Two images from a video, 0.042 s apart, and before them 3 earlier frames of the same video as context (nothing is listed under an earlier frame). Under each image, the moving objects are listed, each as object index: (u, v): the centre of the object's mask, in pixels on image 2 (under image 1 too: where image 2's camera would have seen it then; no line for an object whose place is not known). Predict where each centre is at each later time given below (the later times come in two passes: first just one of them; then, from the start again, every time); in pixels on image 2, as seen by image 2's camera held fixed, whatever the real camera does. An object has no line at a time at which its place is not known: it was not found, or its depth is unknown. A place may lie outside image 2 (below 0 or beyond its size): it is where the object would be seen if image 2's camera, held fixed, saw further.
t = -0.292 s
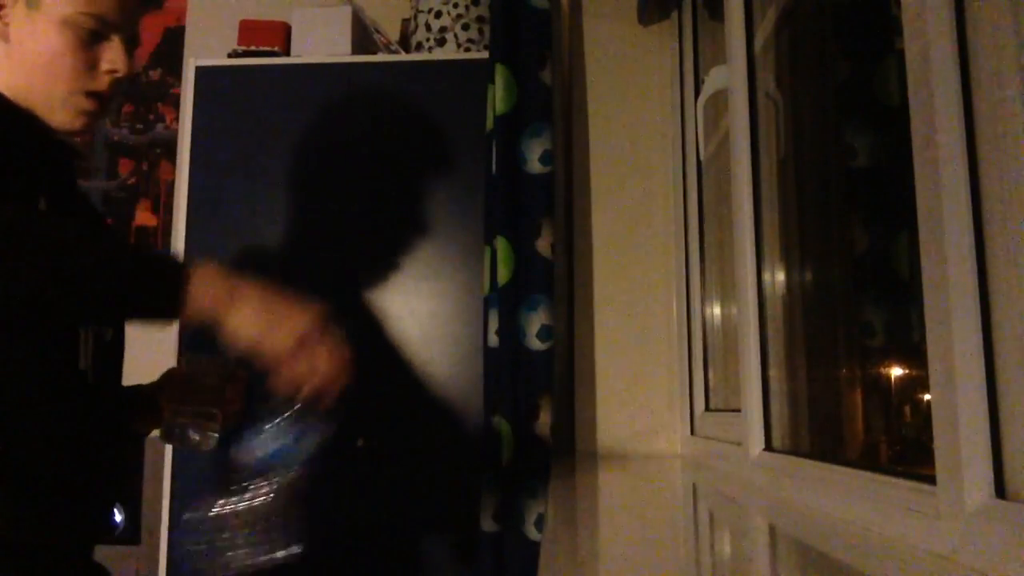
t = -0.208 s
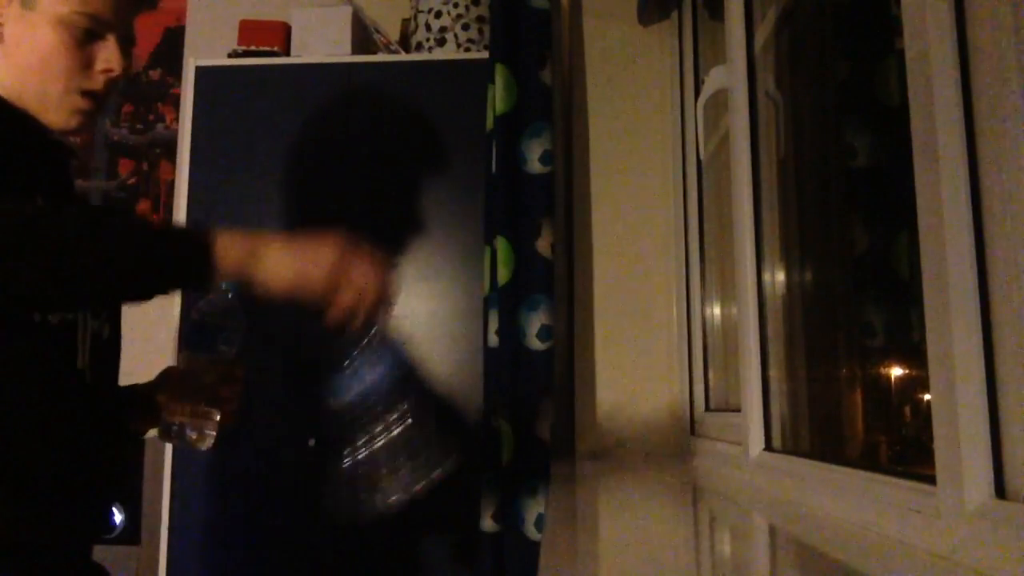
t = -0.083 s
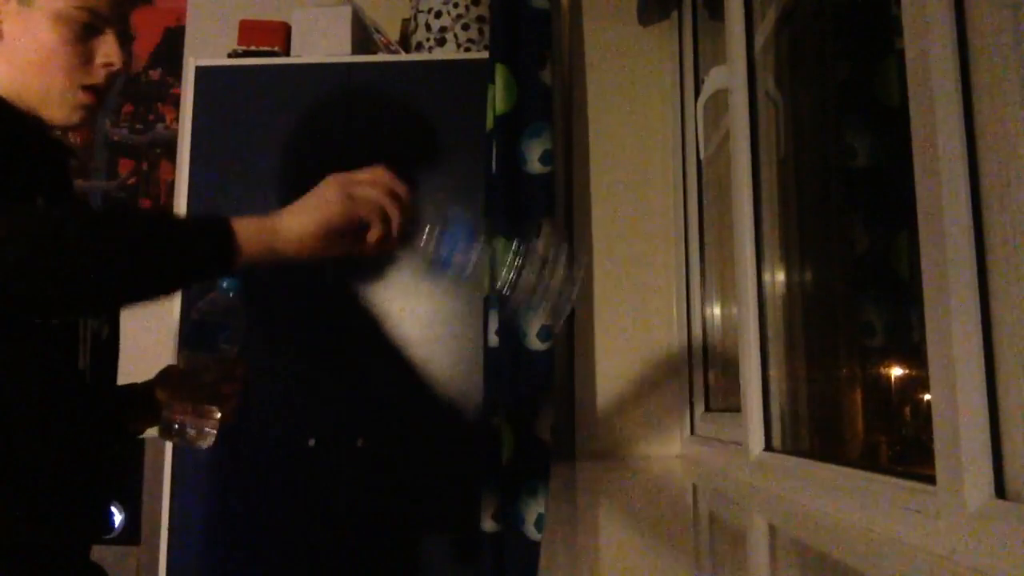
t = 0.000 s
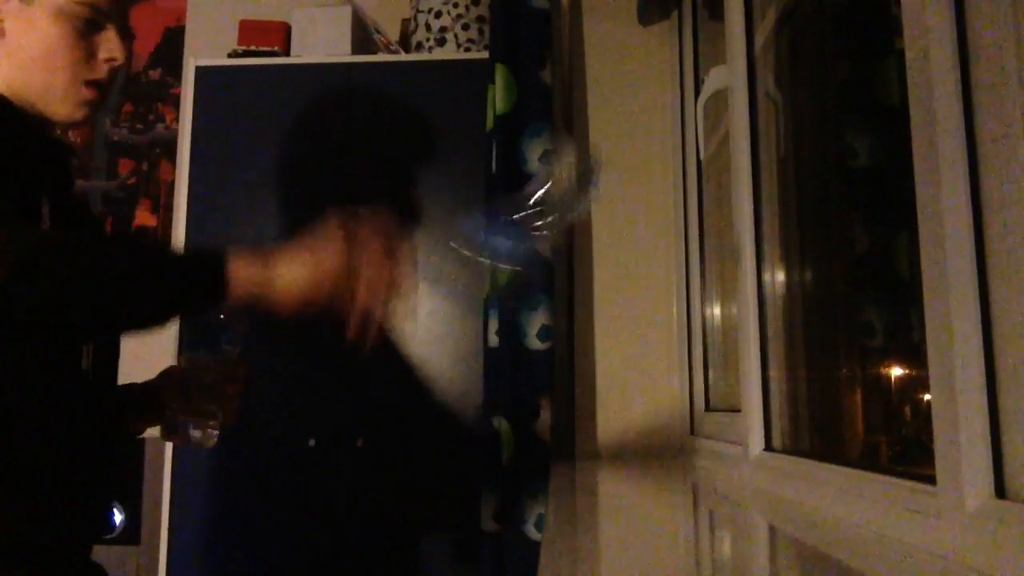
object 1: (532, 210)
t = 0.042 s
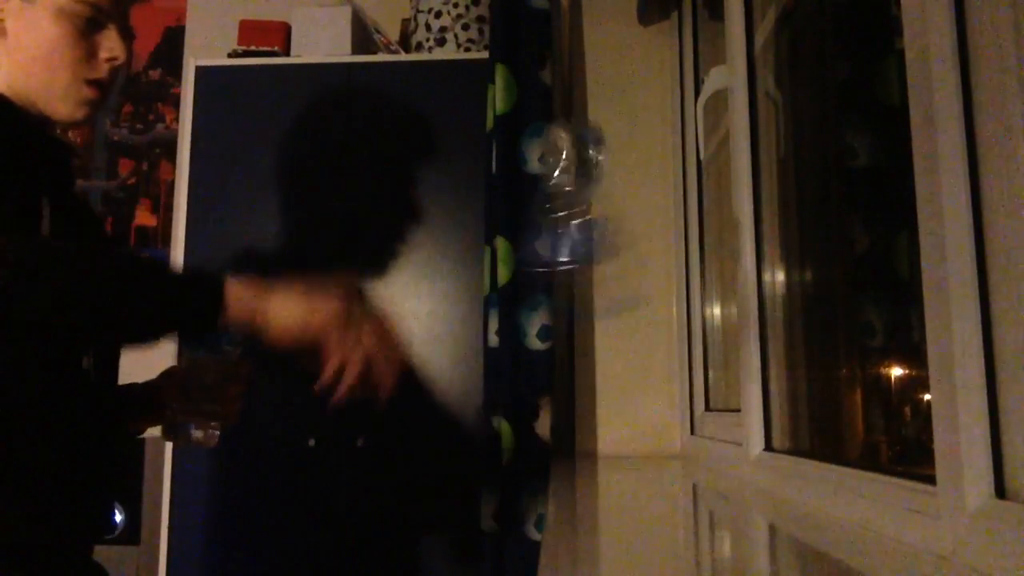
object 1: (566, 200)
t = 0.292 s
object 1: (642, 364)
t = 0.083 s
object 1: (601, 181)
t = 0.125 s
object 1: (643, 187)
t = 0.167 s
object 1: (640, 189)
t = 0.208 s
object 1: (643, 217)
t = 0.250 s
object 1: (645, 263)
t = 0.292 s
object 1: (642, 364)
